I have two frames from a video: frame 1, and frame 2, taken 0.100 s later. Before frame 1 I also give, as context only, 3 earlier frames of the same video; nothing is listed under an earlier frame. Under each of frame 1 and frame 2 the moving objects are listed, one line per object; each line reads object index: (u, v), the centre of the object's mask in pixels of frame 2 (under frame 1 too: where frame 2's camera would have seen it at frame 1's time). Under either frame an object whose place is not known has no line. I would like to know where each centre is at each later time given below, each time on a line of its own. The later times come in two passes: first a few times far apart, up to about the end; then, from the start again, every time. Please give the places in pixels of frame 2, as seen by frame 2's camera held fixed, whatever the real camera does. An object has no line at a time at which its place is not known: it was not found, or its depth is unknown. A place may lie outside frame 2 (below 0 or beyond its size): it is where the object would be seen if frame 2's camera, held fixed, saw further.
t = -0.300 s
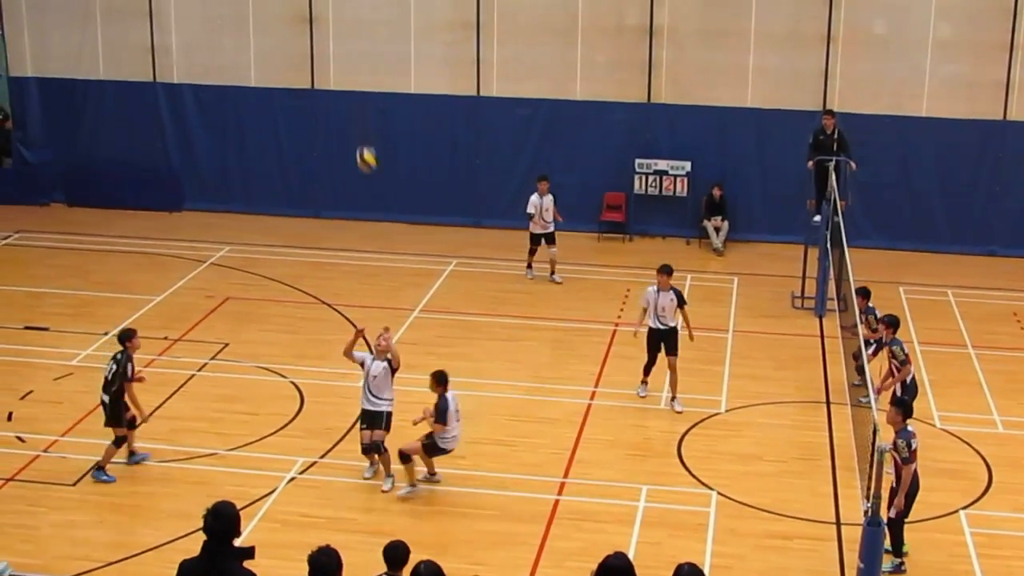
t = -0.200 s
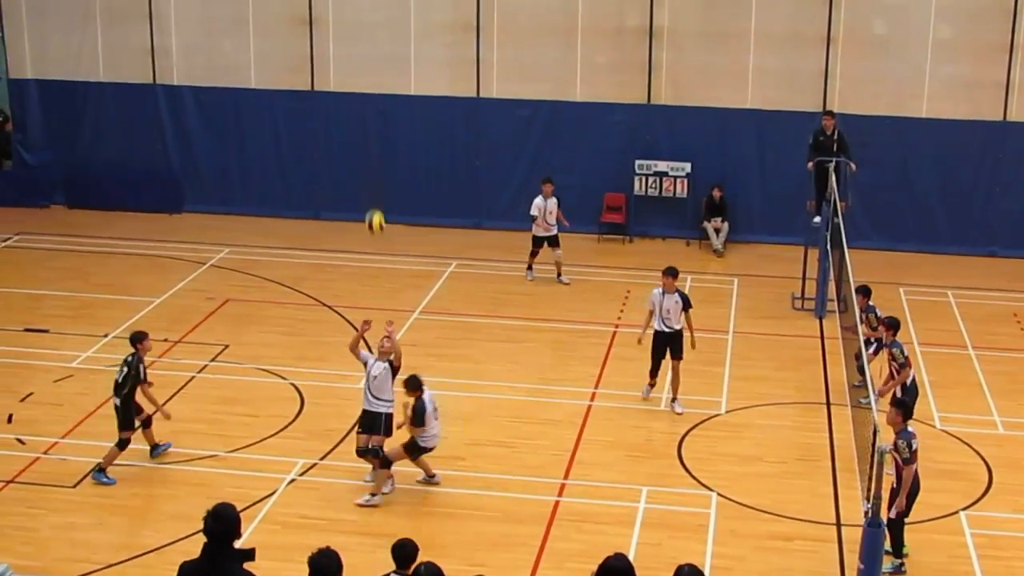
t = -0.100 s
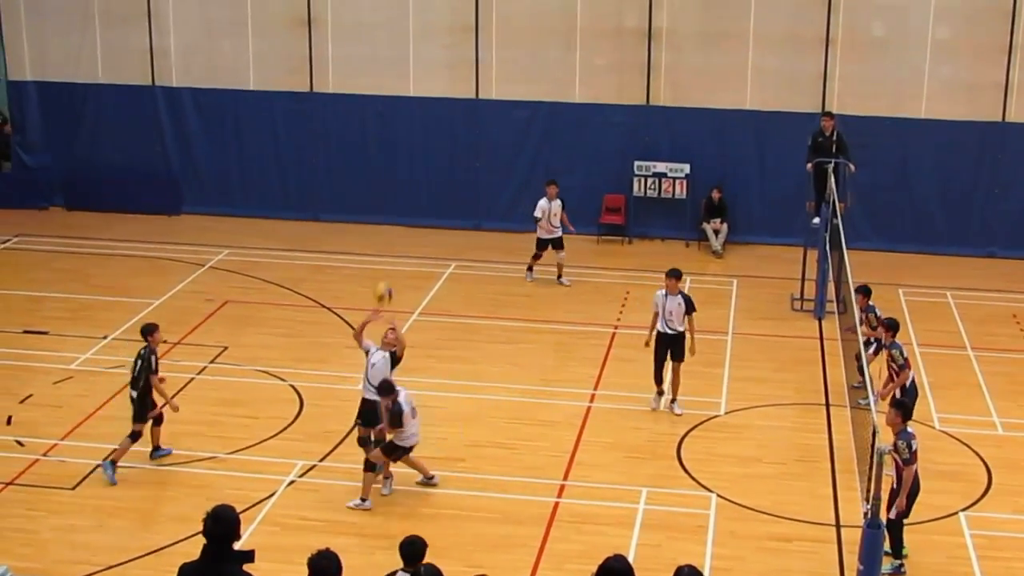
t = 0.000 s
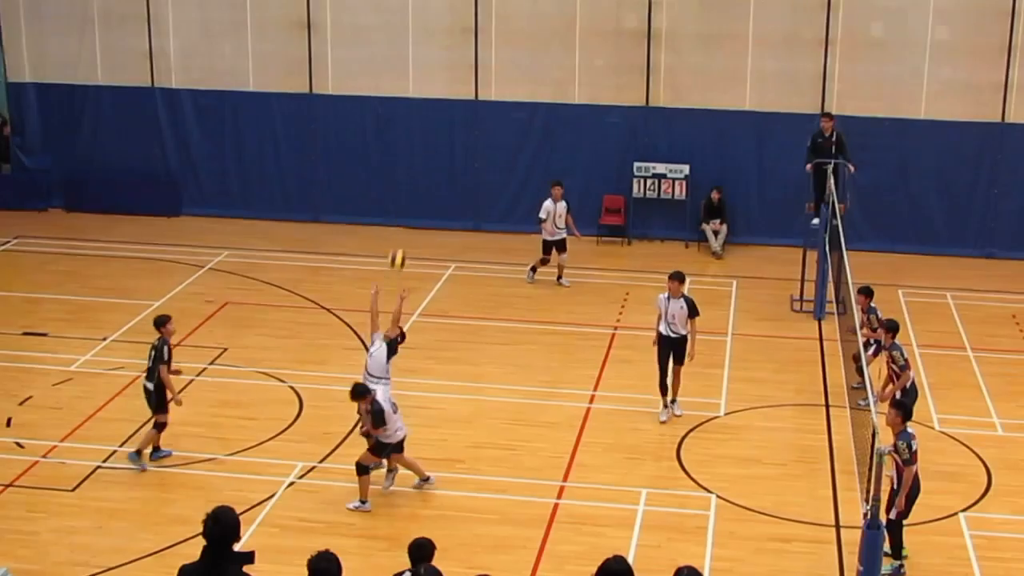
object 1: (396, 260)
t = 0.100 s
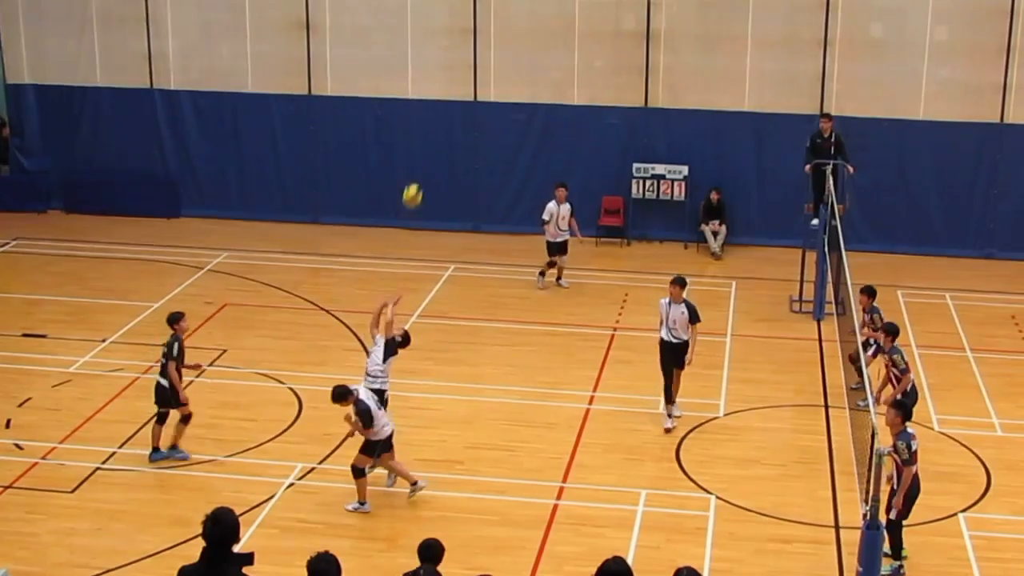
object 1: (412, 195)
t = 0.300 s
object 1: (443, 99)
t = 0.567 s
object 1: (479, 30)
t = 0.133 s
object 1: (417, 176)
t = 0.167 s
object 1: (423, 158)
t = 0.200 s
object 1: (428, 141)
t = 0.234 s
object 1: (433, 125)
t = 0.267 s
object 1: (438, 110)
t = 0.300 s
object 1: (443, 99)
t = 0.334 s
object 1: (448, 85)
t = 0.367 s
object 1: (453, 75)
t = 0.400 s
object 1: (457, 65)
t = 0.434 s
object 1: (462, 56)
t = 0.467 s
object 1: (465, 48)
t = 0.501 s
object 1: (471, 41)
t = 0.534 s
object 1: (475, 36)
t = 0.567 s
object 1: (479, 30)
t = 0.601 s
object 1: (483, 26)
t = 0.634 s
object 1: (488, 25)
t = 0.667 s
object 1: (492, 23)
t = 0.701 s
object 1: (495, 23)
